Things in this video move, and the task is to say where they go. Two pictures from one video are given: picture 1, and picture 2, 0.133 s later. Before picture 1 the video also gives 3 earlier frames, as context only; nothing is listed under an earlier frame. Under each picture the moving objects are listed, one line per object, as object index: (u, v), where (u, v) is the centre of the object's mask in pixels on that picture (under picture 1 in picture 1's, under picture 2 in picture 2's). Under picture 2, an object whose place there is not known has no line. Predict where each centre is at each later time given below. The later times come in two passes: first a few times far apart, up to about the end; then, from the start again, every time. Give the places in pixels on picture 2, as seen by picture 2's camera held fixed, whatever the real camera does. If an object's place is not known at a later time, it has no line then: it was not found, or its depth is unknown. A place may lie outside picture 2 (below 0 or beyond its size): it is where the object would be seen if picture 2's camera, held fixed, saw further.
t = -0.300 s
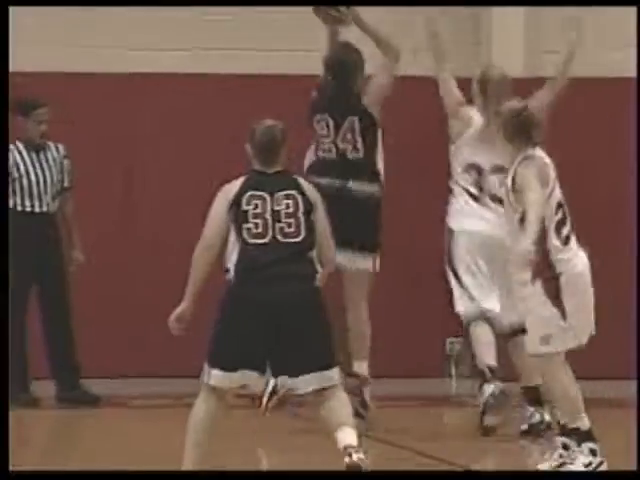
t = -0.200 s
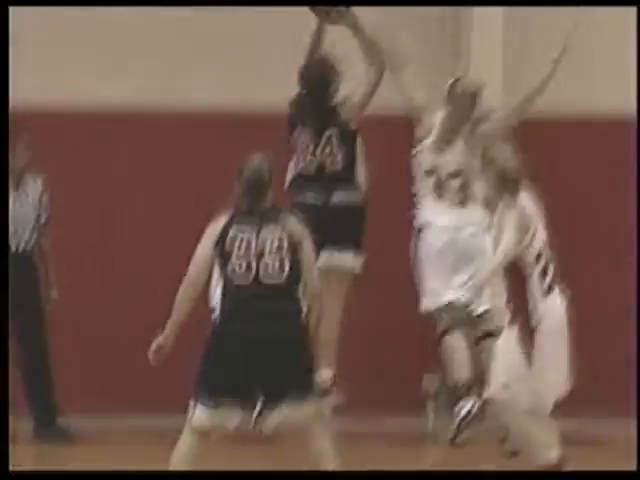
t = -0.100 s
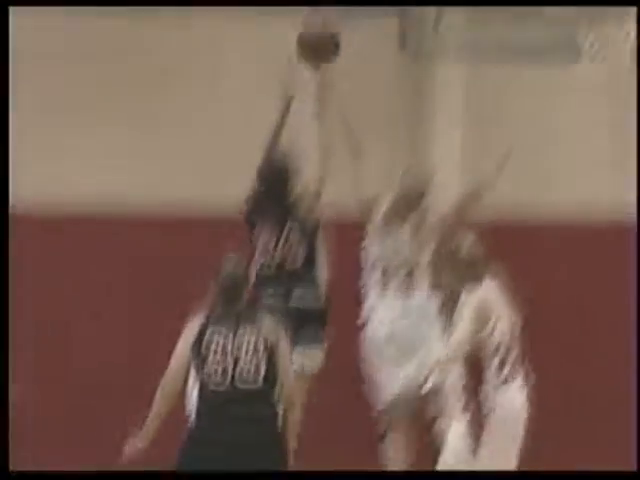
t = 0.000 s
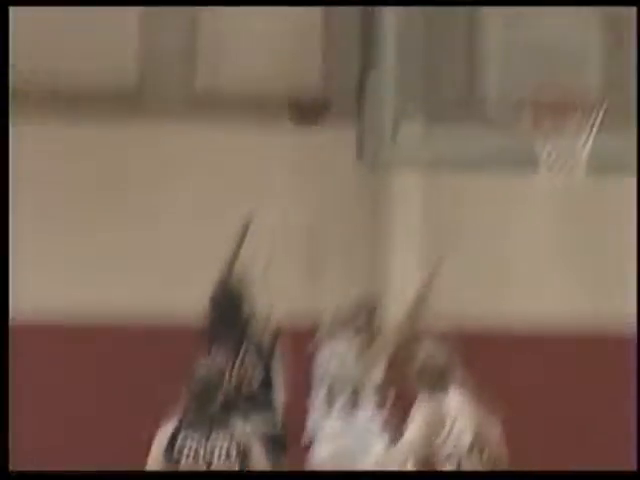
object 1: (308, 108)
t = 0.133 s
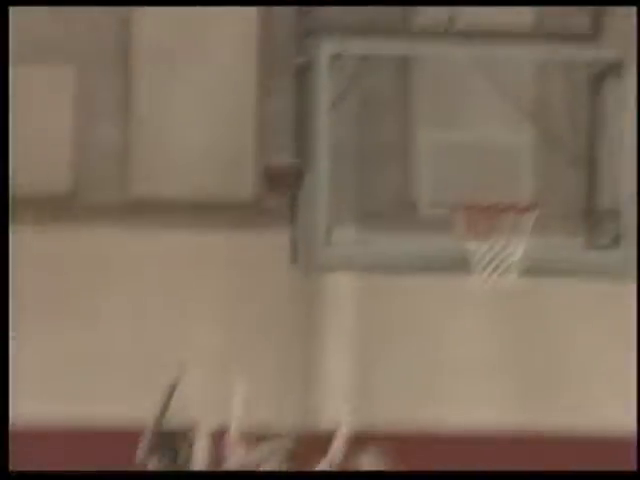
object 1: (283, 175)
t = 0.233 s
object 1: (311, 172)
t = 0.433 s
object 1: (361, 195)
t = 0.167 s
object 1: (291, 170)
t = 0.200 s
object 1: (302, 170)
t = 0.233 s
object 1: (311, 172)
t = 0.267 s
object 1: (317, 174)
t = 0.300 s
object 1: (327, 174)
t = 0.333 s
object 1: (336, 176)
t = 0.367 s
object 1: (345, 183)
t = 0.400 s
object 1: (353, 188)
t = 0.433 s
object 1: (361, 195)
